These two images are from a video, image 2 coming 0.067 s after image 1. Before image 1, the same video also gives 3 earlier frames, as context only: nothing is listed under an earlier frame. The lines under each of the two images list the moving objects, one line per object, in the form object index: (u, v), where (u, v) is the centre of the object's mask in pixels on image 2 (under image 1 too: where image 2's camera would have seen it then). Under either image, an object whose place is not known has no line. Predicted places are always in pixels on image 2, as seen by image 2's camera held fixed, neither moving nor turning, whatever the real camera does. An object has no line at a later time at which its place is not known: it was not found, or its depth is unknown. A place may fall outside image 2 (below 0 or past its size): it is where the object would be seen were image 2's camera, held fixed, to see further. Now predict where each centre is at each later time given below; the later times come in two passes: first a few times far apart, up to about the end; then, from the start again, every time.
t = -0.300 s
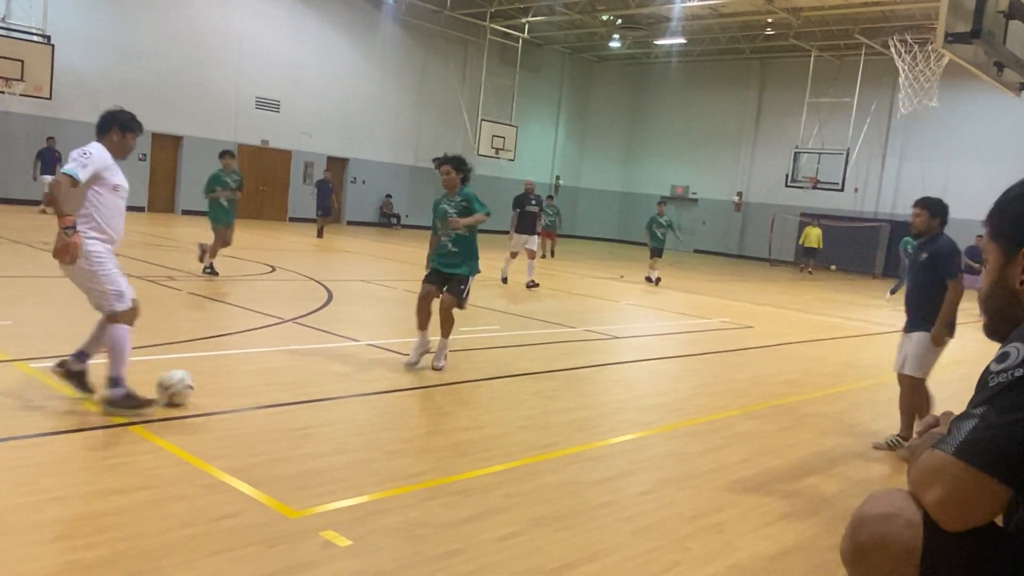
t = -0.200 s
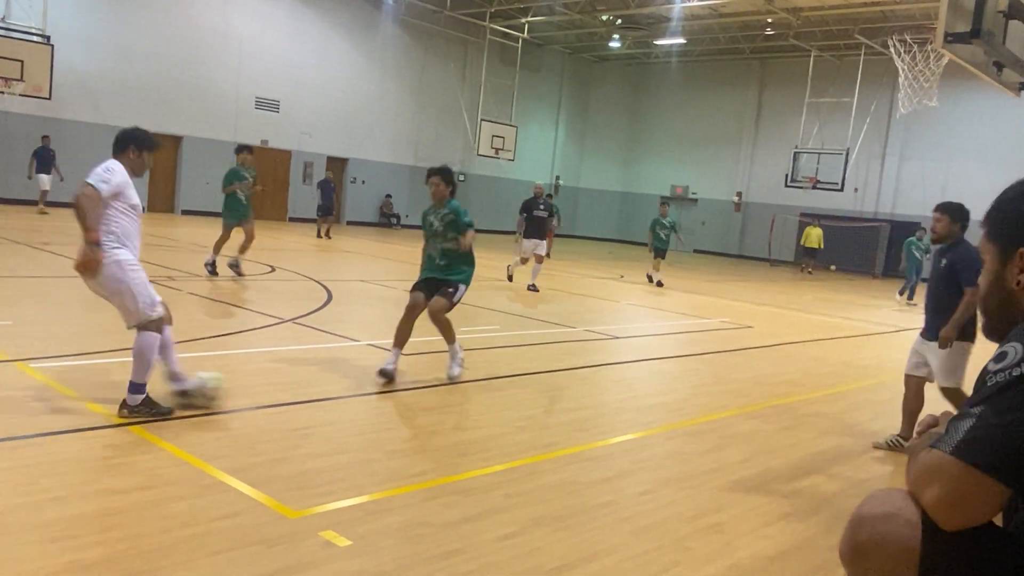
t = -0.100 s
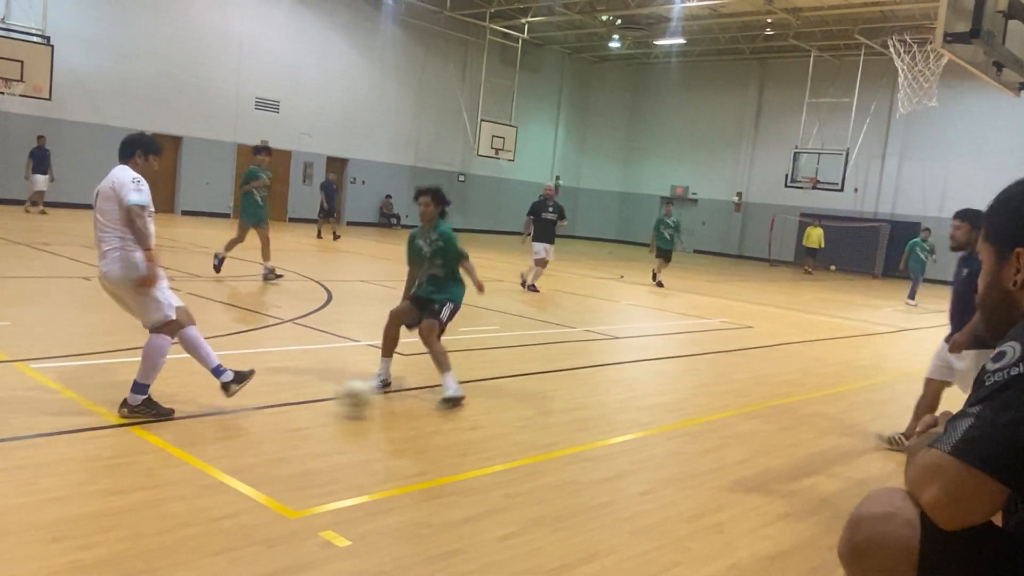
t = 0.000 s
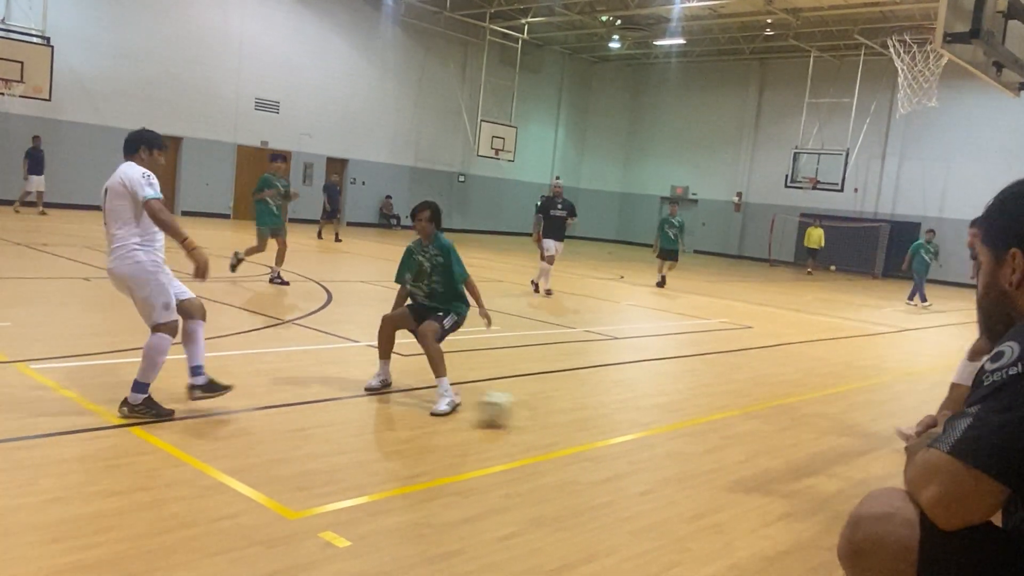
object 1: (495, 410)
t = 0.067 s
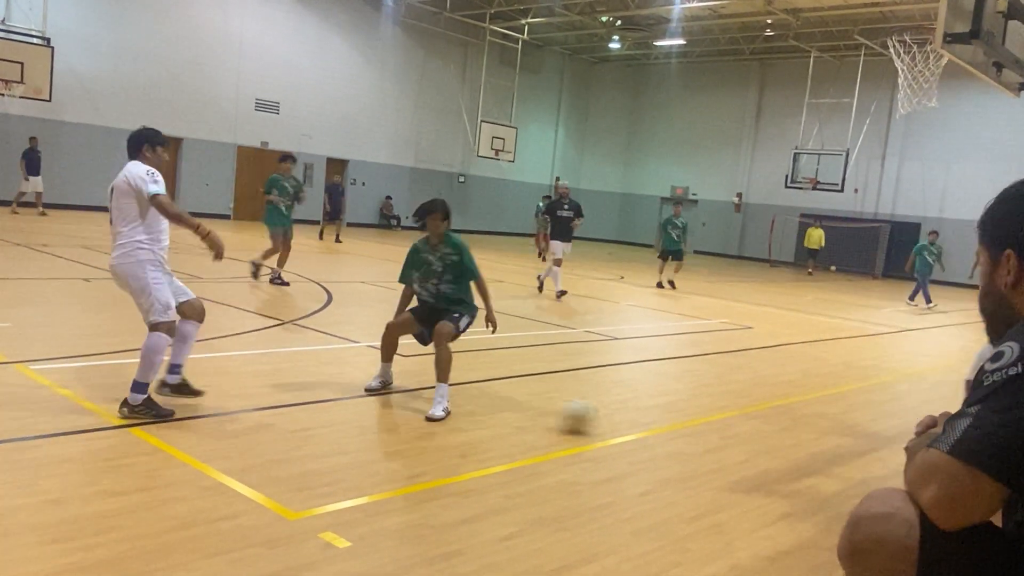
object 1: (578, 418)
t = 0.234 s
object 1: (760, 430)
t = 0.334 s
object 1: (857, 439)
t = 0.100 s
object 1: (617, 419)
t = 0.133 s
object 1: (655, 423)
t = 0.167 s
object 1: (689, 425)
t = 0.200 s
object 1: (725, 426)
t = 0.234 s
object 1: (760, 430)
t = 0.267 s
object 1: (792, 432)
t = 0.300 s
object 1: (825, 435)
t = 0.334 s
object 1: (857, 439)
